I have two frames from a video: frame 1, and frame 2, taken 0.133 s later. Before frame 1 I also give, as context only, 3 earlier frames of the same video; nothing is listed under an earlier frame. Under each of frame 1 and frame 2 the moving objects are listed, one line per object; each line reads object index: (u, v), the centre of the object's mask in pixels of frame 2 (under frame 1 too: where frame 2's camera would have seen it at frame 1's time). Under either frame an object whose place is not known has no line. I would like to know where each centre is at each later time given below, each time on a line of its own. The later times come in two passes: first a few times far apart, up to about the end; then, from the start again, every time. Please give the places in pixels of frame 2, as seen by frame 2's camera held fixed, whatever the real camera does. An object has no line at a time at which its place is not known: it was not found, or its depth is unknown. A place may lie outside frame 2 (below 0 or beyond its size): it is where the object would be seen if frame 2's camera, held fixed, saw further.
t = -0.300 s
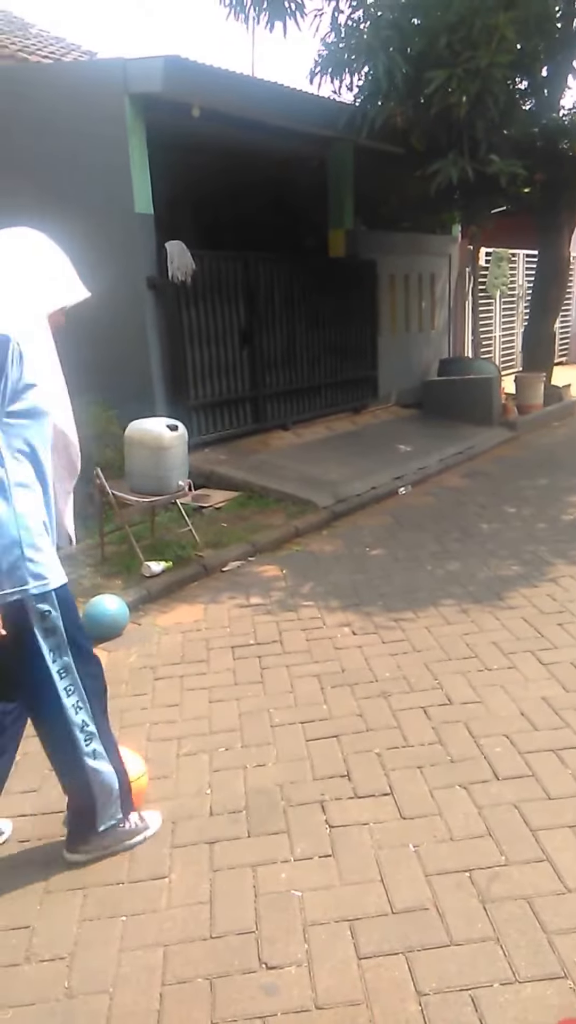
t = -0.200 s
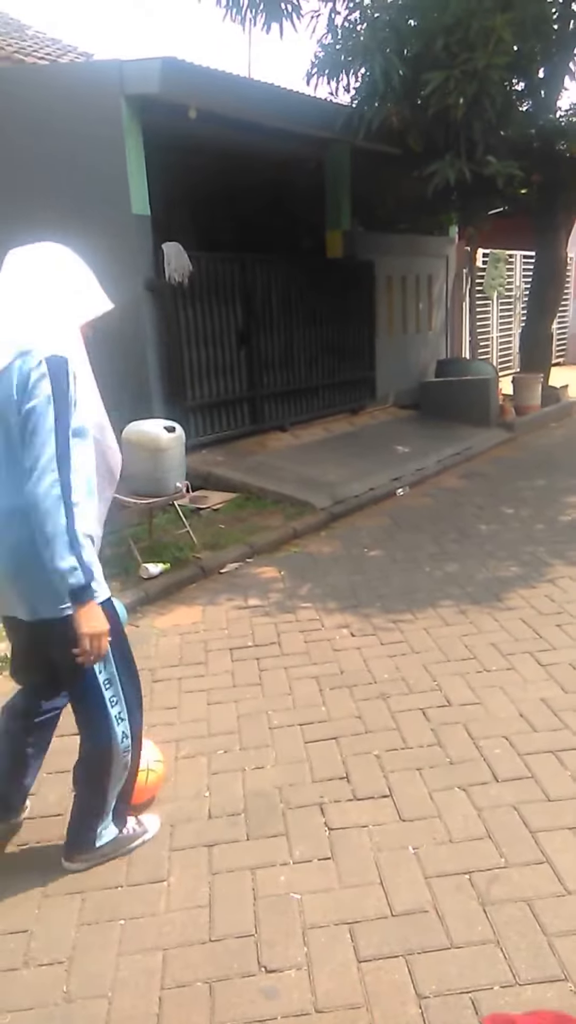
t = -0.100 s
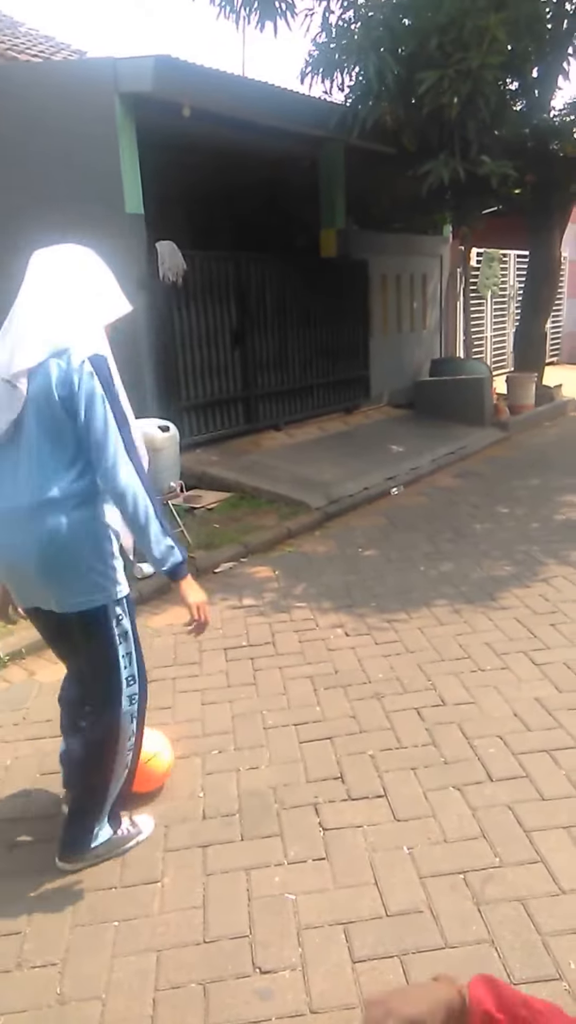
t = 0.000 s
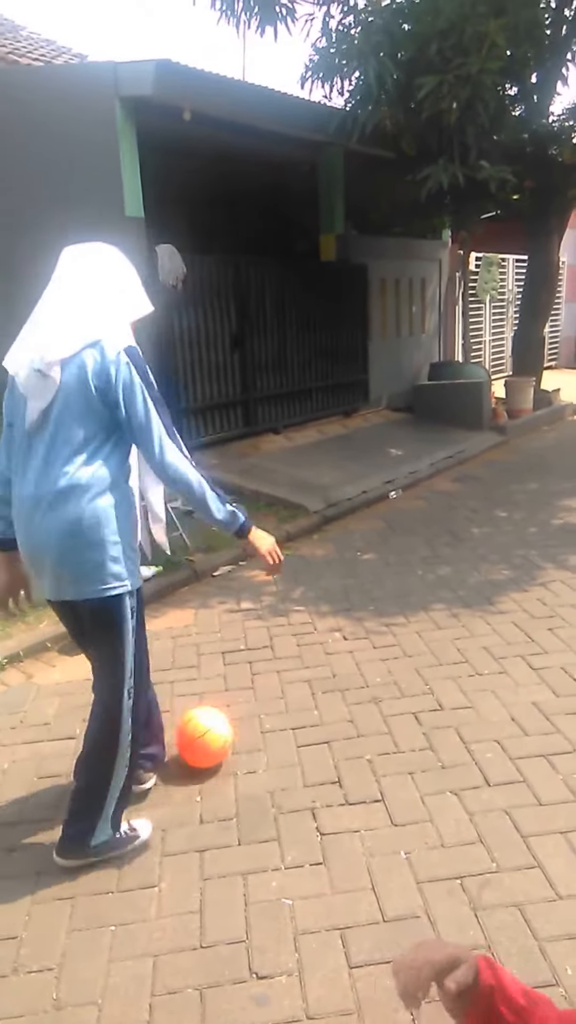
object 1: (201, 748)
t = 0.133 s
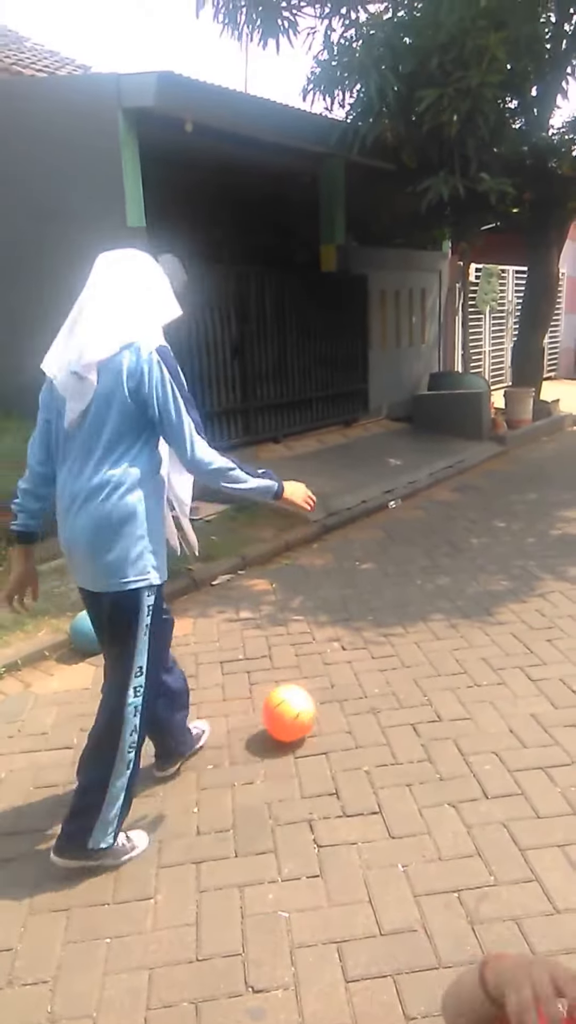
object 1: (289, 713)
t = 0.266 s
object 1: (353, 687)
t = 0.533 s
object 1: (431, 648)
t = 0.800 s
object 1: (465, 618)
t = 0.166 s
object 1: (307, 706)
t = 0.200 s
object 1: (324, 700)
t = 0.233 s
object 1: (339, 693)
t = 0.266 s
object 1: (353, 687)
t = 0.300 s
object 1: (366, 681)
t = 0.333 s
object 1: (378, 675)
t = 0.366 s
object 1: (389, 670)
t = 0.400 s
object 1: (399, 665)
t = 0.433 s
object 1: (409, 661)
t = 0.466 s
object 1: (417, 656)
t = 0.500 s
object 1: (425, 652)
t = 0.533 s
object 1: (431, 648)
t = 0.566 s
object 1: (437, 644)
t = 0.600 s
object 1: (441, 639)
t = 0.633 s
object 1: (447, 635)
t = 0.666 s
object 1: (451, 631)
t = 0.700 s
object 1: (455, 628)
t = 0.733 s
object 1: (459, 624)
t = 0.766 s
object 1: (462, 621)
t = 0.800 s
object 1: (465, 618)
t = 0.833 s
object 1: (469, 614)
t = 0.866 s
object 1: (472, 611)
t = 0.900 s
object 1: (475, 608)
